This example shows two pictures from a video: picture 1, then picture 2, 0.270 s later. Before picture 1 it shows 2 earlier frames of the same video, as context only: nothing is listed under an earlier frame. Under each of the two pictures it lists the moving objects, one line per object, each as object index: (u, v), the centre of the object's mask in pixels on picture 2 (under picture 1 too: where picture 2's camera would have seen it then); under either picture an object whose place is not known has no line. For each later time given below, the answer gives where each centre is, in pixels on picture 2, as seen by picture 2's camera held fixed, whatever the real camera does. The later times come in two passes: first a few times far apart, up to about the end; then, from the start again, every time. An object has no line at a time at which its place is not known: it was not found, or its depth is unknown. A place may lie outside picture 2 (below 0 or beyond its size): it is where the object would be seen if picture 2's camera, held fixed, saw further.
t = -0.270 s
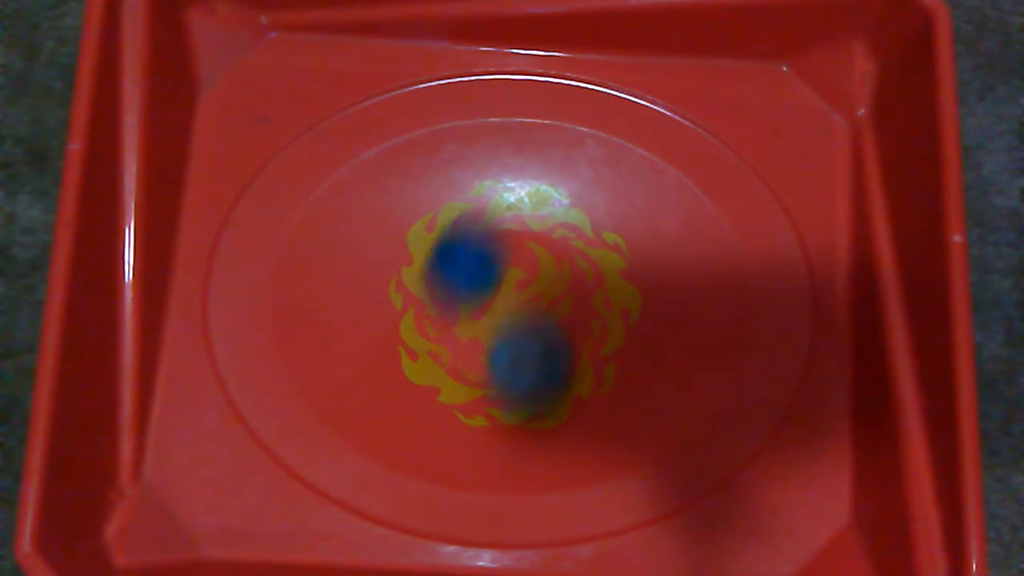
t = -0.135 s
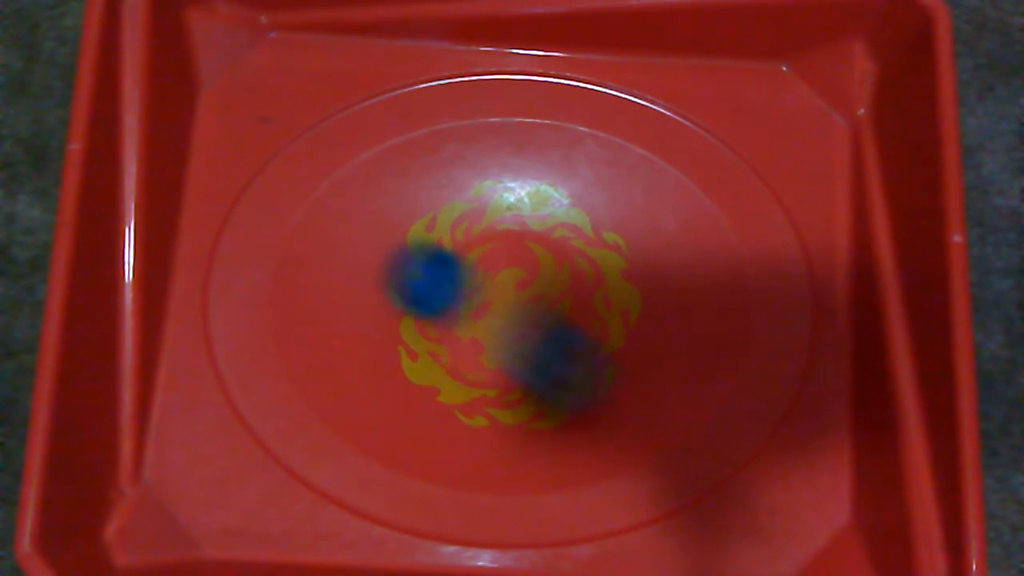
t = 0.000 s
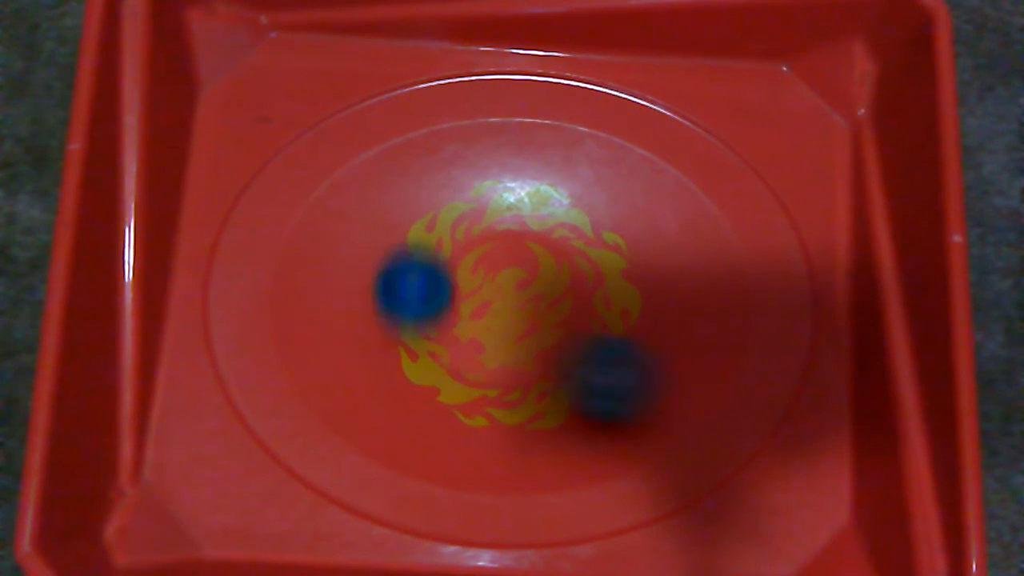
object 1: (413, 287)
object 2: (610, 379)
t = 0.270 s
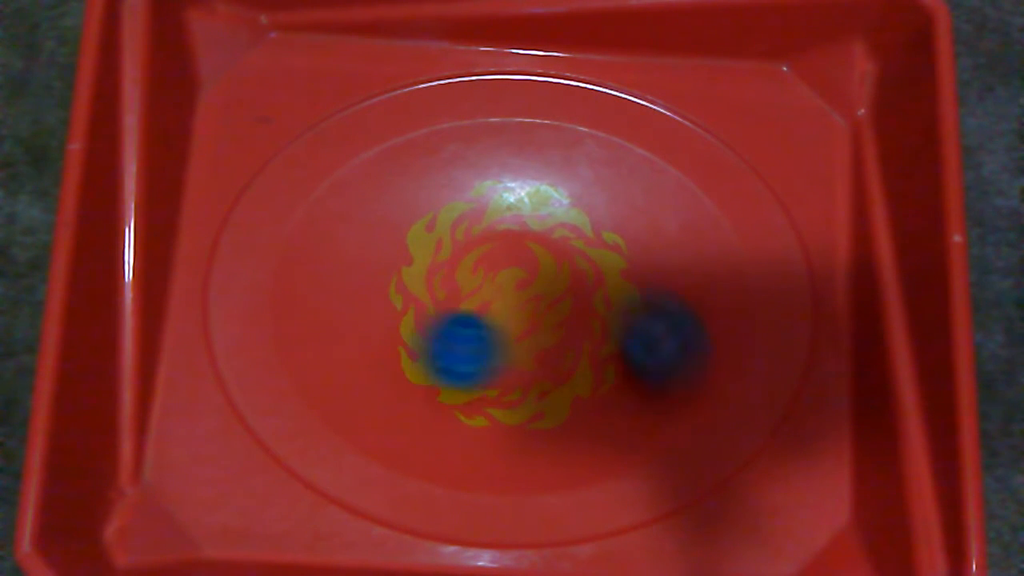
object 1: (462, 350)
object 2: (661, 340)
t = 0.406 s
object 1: (496, 348)
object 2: (611, 309)
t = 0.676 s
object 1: (468, 366)
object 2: (569, 223)
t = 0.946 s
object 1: (480, 359)
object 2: (468, 219)
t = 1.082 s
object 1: (480, 346)
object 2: (431, 263)
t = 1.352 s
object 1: (547, 375)
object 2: (356, 242)
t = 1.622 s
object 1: (560, 321)
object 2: (400, 283)
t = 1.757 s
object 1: (549, 294)
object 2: (448, 296)
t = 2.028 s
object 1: (582, 251)
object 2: (482, 344)
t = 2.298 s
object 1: (540, 247)
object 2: (549, 372)
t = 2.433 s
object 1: (519, 273)
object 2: (578, 352)
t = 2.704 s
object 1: (458, 306)
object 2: (605, 308)
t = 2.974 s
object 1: (434, 350)
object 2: (536, 300)
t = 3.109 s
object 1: (443, 371)
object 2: (524, 302)
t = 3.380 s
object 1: (474, 348)
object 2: (594, 238)
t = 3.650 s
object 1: (489, 284)
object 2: (580, 246)
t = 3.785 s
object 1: (477, 259)
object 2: (579, 281)
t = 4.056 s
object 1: (452, 242)
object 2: (560, 351)
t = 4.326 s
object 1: (471, 277)
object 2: (524, 385)
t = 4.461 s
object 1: (496, 274)
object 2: (500, 392)
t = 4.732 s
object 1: (529, 221)
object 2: (487, 391)
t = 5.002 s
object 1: (535, 240)
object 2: (504, 336)
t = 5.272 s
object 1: (553, 283)
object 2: (494, 362)
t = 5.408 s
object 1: (532, 300)
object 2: (482, 377)
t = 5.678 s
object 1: (488, 284)
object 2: (482, 361)
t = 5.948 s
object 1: (506, 243)
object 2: (435, 317)
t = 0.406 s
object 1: (496, 348)
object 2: (611, 309)
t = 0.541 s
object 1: (485, 356)
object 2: (599, 266)
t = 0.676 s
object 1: (468, 366)
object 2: (569, 223)
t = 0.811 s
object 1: (474, 369)
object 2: (521, 205)
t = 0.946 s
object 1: (480, 359)
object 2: (468, 219)
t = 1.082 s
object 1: (480, 346)
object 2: (431, 263)
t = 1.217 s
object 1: (508, 377)
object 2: (389, 247)
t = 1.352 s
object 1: (547, 375)
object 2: (356, 242)
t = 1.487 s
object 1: (564, 350)
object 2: (352, 260)
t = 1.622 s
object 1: (560, 321)
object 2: (400, 283)
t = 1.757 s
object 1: (549, 294)
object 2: (448, 296)
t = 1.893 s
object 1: (572, 272)
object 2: (454, 313)
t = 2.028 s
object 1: (582, 251)
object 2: (482, 344)
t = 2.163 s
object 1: (563, 237)
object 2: (513, 363)
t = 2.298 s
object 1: (540, 247)
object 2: (549, 372)
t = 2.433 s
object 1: (519, 273)
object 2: (578, 352)
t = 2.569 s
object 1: (486, 290)
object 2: (599, 328)
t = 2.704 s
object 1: (458, 306)
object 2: (605, 308)
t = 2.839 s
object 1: (436, 325)
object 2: (576, 293)
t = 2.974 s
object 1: (434, 350)
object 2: (536, 300)
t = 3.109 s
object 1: (443, 371)
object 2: (524, 302)
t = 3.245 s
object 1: (455, 373)
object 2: (569, 260)
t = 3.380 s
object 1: (474, 348)
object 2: (594, 238)
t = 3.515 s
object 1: (481, 317)
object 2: (600, 228)
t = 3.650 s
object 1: (489, 284)
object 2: (580, 246)
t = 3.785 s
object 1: (477, 259)
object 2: (579, 281)
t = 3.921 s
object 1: (465, 240)
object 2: (574, 317)
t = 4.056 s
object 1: (452, 242)
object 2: (560, 351)
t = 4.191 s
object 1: (454, 261)
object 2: (540, 377)
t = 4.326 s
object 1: (471, 277)
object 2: (524, 385)
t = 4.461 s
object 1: (496, 274)
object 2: (500, 392)
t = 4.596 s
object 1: (518, 238)
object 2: (491, 408)
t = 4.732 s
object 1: (529, 221)
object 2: (487, 391)
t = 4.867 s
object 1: (527, 223)
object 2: (490, 363)
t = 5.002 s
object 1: (535, 240)
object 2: (504, 336)
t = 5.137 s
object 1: (547, 263)
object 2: (520, 331)
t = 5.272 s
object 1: (553, 283)
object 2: (494, 362)
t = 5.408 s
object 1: (532, 300)
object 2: (482, 377)
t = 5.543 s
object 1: (505, 300)
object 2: (480, 372)
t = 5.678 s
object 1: (488, 284)
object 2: (482, 361)
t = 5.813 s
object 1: (494, 258)
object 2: (465, 332)
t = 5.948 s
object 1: (506, 243)
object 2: (435, 317)
